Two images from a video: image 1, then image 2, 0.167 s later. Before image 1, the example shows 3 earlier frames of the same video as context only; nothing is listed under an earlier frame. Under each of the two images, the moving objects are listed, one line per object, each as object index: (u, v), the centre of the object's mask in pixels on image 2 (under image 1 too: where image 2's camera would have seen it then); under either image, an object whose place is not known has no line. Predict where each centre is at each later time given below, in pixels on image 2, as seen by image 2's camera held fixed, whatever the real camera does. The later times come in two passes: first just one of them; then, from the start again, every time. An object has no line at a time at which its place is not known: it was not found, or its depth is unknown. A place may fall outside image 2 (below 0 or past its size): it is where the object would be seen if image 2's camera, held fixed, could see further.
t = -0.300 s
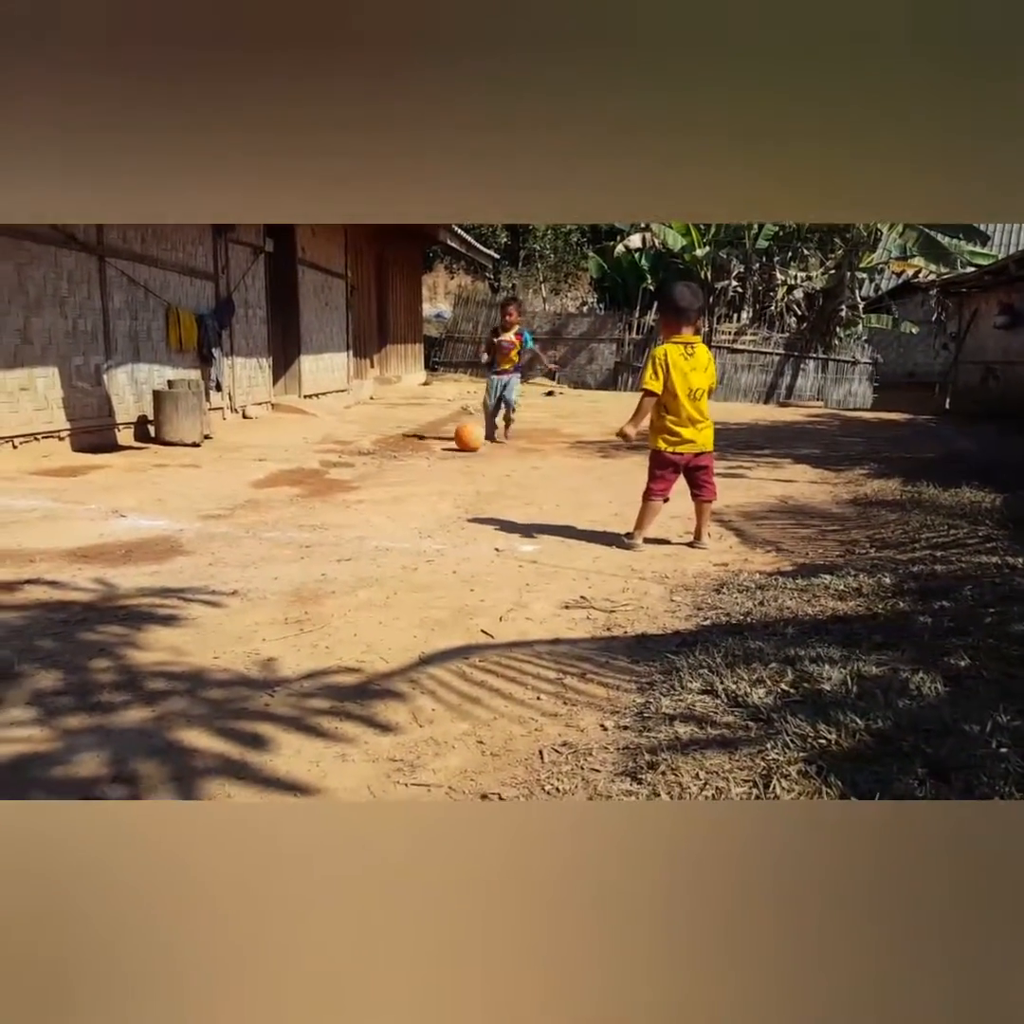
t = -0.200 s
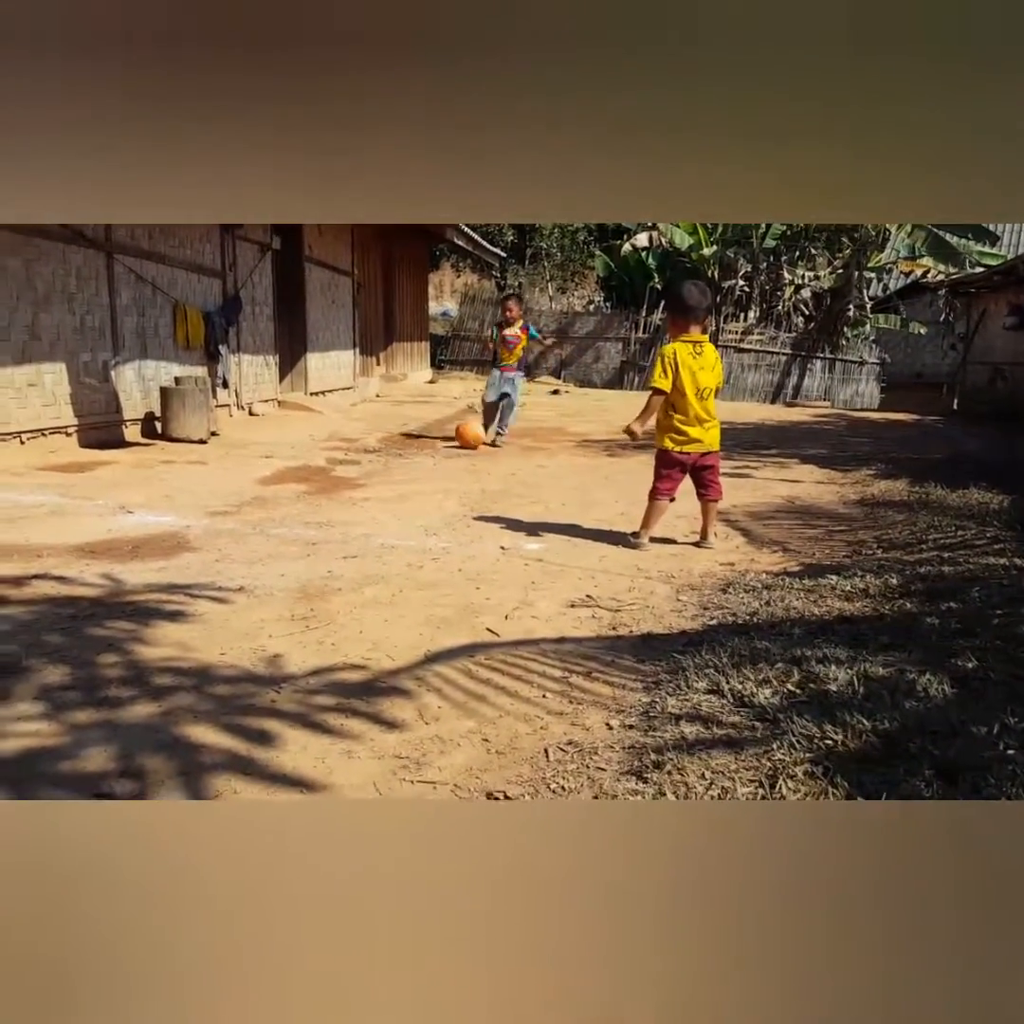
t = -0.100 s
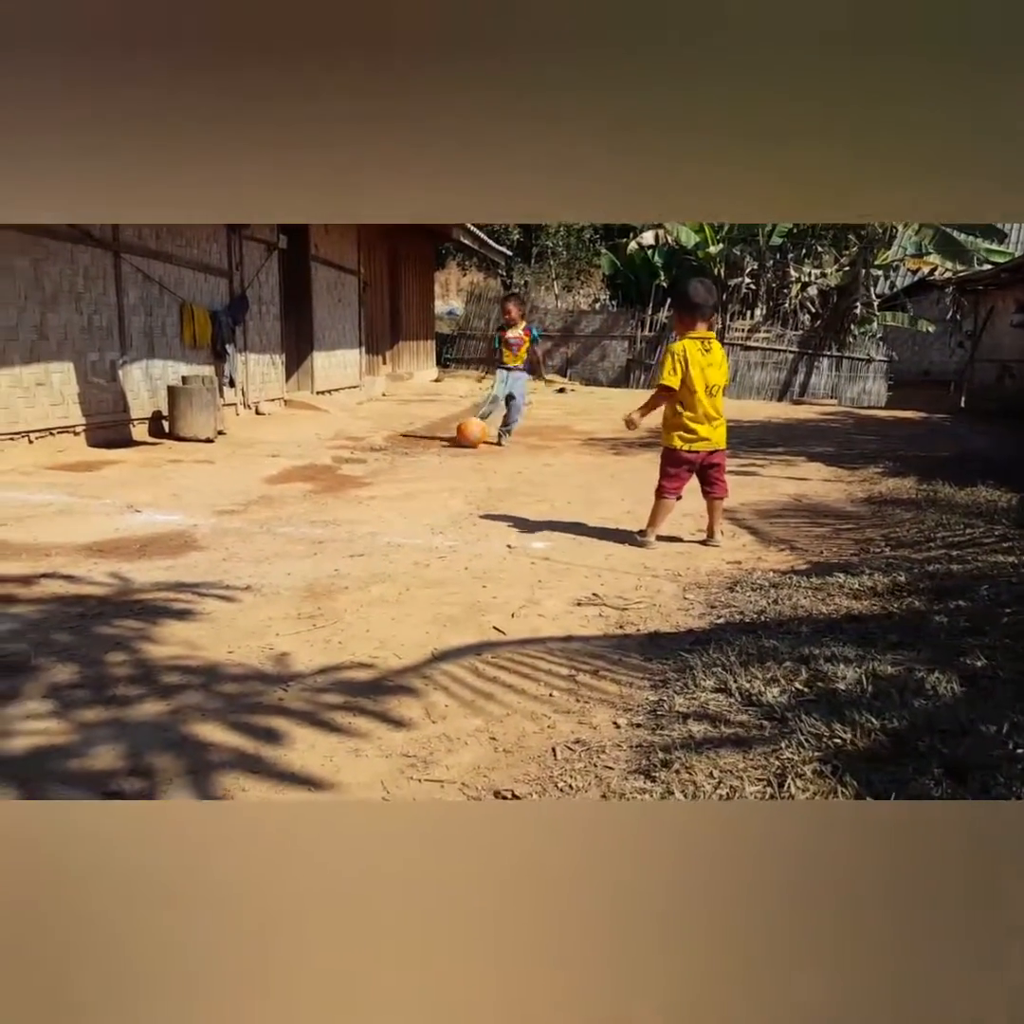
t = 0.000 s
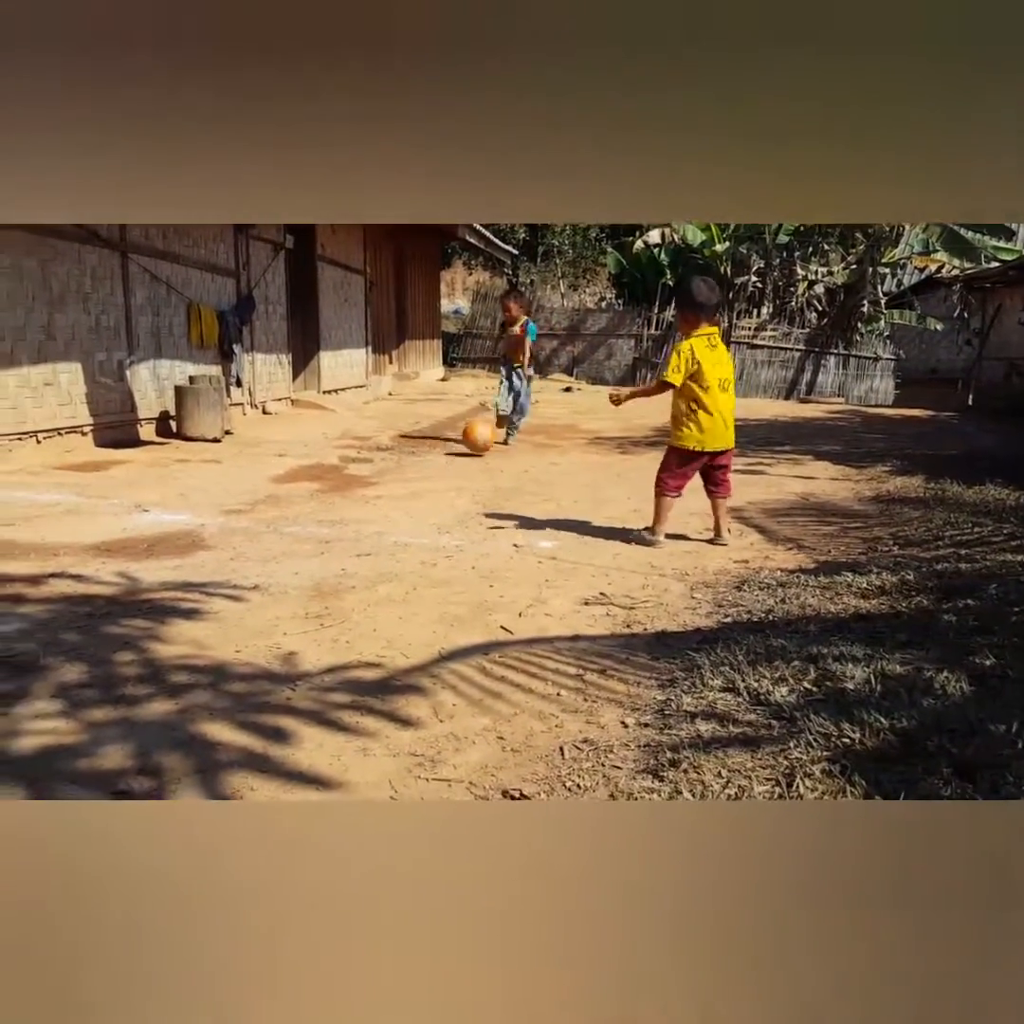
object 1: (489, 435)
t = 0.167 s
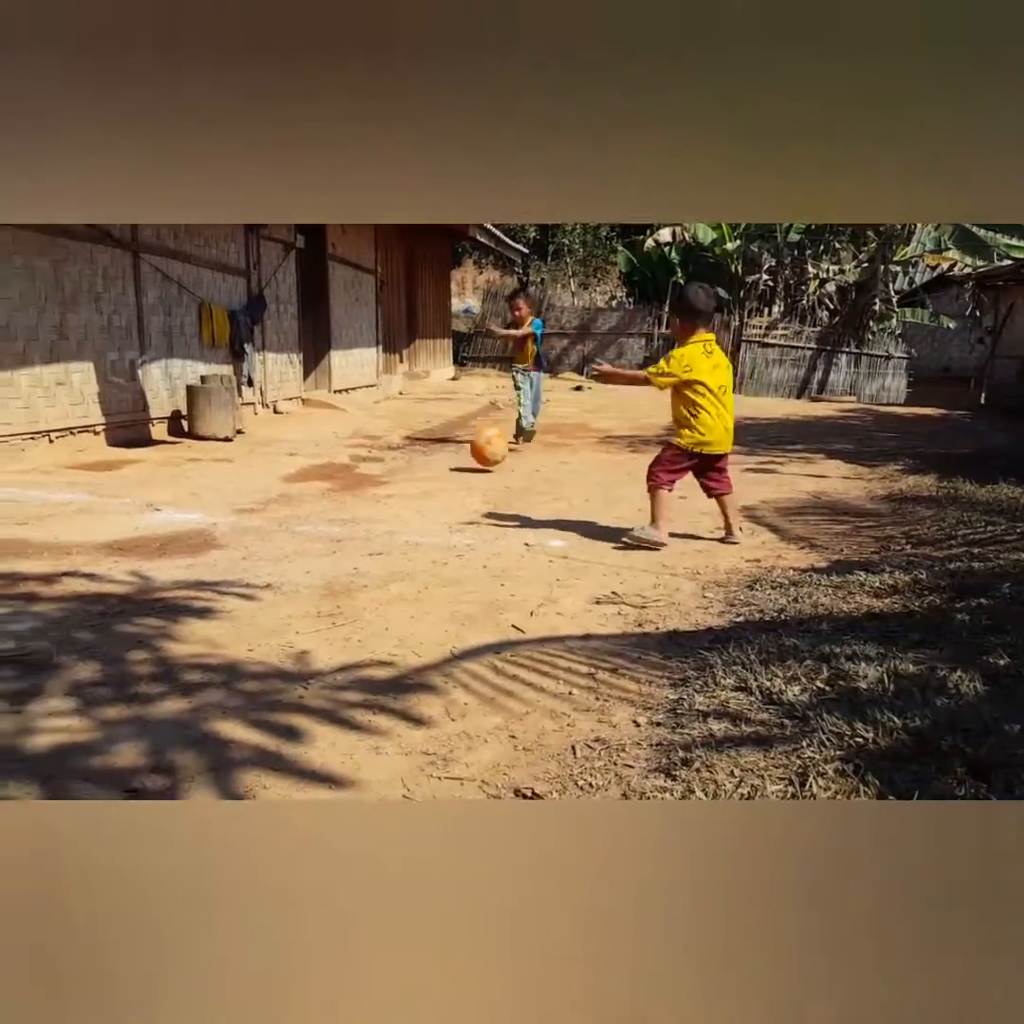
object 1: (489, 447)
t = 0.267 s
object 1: (488, 463)
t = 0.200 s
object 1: (488, 451)
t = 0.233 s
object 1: (488, 458)
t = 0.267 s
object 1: (488, 463)
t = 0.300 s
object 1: (487, 462)
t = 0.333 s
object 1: (486, 462)
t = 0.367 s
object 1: (484, 464)
